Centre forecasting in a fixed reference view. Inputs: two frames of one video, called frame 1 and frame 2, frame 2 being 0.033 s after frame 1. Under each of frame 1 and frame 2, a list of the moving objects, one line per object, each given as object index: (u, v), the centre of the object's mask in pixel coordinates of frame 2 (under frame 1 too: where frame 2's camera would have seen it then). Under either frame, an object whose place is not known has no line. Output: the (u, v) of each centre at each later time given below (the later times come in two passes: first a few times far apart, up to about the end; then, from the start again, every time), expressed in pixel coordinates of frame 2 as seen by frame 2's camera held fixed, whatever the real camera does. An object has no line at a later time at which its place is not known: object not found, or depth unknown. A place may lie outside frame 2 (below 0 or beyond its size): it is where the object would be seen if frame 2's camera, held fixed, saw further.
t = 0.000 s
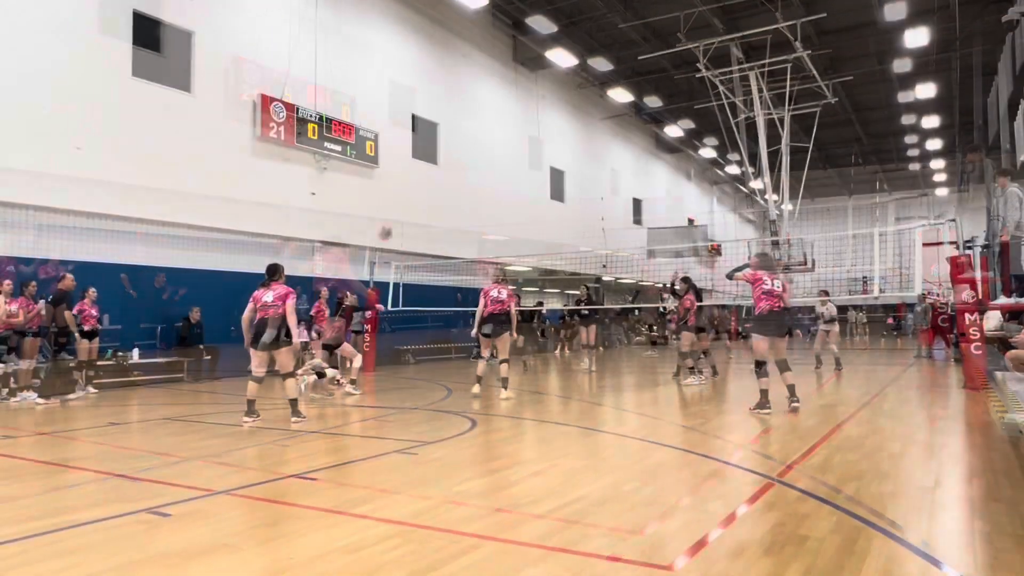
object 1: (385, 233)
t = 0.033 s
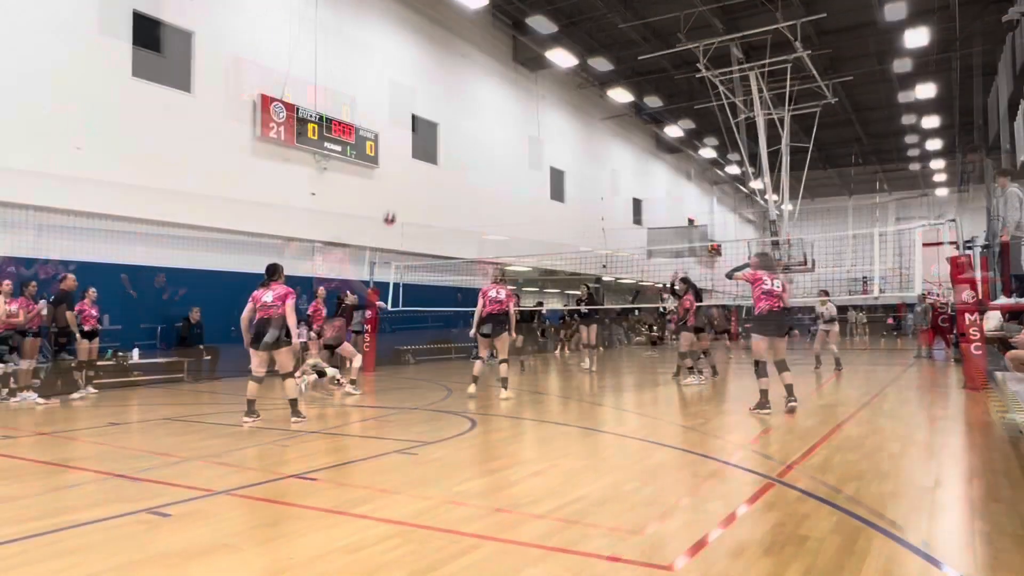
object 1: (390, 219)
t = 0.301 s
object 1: (419, 126)
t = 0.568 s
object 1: (447, 83)
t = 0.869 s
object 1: (478, 88)
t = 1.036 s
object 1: (496, 116)
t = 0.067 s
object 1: (393, 204)
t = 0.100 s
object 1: (397, 191)
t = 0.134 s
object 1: (400, 178)
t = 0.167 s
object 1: (404, 166)
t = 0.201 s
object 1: (408, 155)
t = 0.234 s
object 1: (412, 144)
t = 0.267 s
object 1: (415, 135)
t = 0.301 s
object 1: (419, 126)
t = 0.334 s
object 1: (422, 119)
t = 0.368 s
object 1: (425, 111)
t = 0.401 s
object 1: (429, 105)
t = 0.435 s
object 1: (433, 99)
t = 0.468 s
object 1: (436, 94)
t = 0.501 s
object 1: (439, 89)
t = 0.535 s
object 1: (443, 85)
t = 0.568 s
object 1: (447, 83)
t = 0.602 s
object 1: (450, 80)
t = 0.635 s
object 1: (454, 79)
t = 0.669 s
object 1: (457, 78)
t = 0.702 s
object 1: (460, 78)
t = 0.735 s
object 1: (464, 79)
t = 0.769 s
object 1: (468, 80)
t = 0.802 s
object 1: (471, 82)
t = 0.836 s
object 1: (474, 84)
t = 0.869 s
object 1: (478, 88)
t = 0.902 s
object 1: (482, 92)
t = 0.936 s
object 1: (485, 97)
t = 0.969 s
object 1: (489, 102)
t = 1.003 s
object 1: (492, 108)
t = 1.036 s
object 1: (496, 116)
